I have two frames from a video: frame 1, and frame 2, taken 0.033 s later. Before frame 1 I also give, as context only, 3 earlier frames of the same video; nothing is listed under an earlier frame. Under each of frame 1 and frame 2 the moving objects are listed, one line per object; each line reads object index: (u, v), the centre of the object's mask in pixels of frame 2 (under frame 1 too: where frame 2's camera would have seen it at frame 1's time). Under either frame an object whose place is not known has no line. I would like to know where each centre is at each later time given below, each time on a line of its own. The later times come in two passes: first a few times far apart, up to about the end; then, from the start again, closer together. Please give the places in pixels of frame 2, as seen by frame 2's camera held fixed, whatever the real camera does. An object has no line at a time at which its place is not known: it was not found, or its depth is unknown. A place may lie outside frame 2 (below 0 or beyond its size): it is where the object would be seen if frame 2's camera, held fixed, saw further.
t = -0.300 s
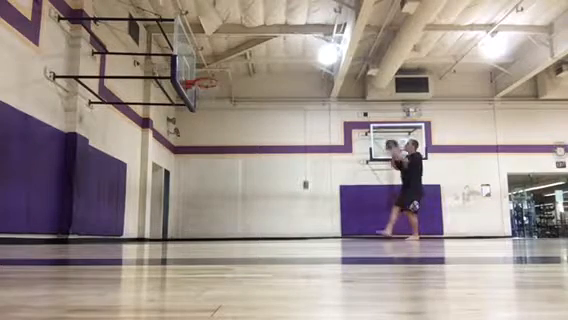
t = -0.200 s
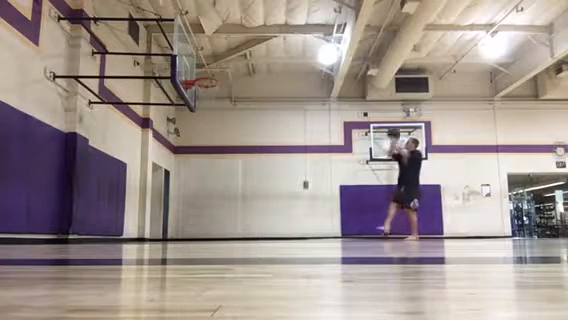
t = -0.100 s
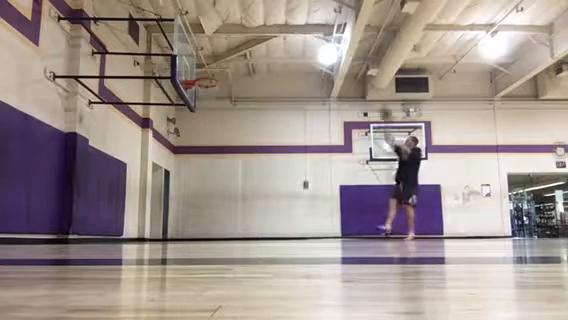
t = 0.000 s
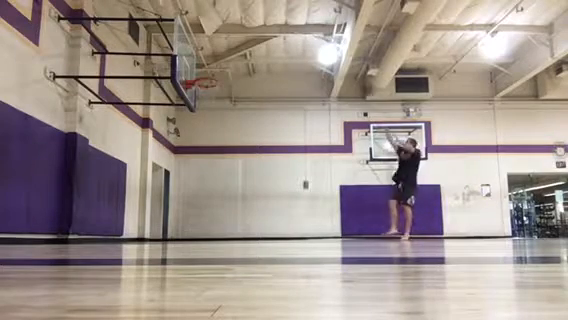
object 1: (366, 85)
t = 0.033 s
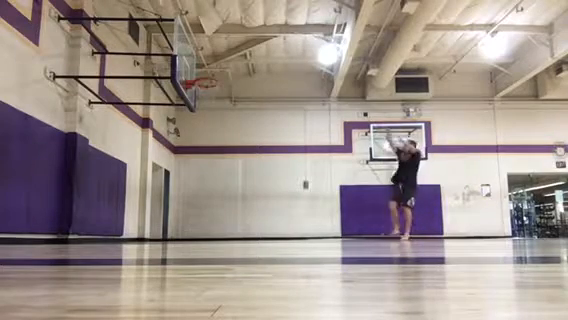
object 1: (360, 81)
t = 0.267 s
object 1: (317, 45)
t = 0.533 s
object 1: (272, 38)
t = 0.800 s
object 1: (225, 64)
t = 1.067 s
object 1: (195, 100)
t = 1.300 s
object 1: (189, 139)
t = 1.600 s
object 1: (183, 234)
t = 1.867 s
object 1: (197, 180)
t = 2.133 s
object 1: (211, 159)
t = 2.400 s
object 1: (223, 171)
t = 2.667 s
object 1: (234, 219)
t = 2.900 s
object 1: (245, 207)
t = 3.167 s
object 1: (255, 191)
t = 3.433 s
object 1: (265, 206)
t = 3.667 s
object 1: (274, 227)
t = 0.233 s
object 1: (323, 47)
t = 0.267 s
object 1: (317, 45)
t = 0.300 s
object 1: (312, 43)
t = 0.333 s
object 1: (307, 41)
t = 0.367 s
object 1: (301, 39)
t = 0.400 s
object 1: (295, 38)
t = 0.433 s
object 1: (289, 37)
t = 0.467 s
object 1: (283, 37)
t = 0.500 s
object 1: (277, 38)
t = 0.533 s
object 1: (272, 38)
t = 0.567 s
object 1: (266, 39)
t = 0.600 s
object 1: (261, 41)
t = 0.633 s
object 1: (254, 44)
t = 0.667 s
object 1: (248, 46)
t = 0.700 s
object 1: (243, 49)
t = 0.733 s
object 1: (237, 54)
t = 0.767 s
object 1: (230, 60)
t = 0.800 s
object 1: (225, 64)
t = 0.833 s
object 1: (220, 69)
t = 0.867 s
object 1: (212, 75)
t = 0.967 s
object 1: (196, 92)
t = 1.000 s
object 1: (196, 94)
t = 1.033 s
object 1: (194, 97)
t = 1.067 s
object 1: (195, 100)
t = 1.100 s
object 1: (195, 102)
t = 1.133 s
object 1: (192, 111)
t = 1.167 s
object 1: (190, 116)
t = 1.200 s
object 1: (191, 120)
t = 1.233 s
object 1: (191, 127)
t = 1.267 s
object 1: (190, 134)
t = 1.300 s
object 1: (189, 139)
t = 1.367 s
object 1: (189, 159)
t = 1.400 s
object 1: (188, 167)
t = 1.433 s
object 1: (187, 177)
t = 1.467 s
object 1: (186, 185)
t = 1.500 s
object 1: (185, 197)
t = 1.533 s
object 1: (185, 209)
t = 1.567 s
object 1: (183, 222)
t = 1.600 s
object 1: (183, 234)
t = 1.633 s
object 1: (184, 232)
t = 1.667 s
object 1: (186, 221)
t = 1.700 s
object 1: (188, 212)
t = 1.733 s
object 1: (190, 204)
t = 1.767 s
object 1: (192, 198)
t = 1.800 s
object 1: (194, 191)
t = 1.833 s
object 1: (196, 185)
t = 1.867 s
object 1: (197, 180)
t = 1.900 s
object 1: (199, 175)
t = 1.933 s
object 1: (200, 171)
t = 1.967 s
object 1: (202, 167)
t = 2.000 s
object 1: (204, 164)
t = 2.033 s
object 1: (206, 162)
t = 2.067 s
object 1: (208, 160)
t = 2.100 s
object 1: (209, 159)
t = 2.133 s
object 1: (211, 159)
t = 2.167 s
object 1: (211, 159)
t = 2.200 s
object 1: (214, 159)
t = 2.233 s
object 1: (215, 160)
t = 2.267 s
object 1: (217, 160)
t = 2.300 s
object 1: (218, 162)
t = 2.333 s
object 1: (220, 164)
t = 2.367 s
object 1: (222, 167)
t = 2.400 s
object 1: (223, 171)
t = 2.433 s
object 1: (224, 175)
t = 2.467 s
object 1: (226, 179)
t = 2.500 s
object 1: (227, 185)
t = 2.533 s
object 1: (229, 190)
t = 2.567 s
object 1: (231, 197)
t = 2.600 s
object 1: (232, 203)
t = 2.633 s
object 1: (233, 210)
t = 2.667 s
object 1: (234, 219)
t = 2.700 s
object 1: (236, 227)
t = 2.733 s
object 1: (238, 234)
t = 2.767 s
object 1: (239, 230)
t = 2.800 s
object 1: (240, 223)
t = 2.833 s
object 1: (242, 217)
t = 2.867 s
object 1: (244, 212)
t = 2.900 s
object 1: (245, 207)
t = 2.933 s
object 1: (246, 203)
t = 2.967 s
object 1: (247, 200)
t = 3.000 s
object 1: (248, 197)
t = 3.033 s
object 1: (249, 194)
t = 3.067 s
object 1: (251, 193)
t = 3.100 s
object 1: (252, 191)
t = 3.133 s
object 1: (254, 191)
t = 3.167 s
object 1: (255, 191)
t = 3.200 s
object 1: (257, 190)
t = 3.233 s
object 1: (258, 191)
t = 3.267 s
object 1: (259, 192)
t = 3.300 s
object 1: (260, 194)
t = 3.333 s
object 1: (262, 196)
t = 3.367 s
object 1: (263, 199)
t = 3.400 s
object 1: (264, 202)
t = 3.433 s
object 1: (265, 206)
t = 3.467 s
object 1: (267, 211)
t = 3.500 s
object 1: (268, 216)
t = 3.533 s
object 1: (269, 221)
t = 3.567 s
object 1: (270, 228)
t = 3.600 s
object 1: (272, 234)
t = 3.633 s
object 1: (273, 232)
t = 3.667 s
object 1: (274, 227)
